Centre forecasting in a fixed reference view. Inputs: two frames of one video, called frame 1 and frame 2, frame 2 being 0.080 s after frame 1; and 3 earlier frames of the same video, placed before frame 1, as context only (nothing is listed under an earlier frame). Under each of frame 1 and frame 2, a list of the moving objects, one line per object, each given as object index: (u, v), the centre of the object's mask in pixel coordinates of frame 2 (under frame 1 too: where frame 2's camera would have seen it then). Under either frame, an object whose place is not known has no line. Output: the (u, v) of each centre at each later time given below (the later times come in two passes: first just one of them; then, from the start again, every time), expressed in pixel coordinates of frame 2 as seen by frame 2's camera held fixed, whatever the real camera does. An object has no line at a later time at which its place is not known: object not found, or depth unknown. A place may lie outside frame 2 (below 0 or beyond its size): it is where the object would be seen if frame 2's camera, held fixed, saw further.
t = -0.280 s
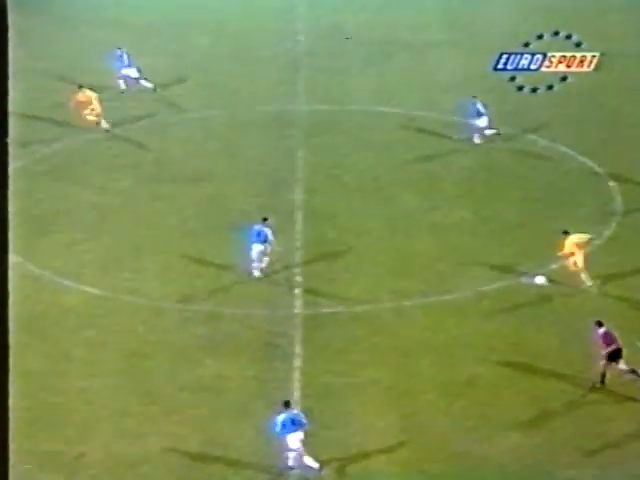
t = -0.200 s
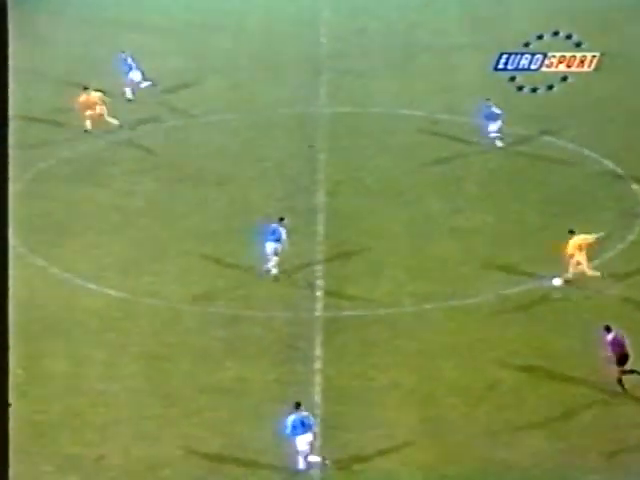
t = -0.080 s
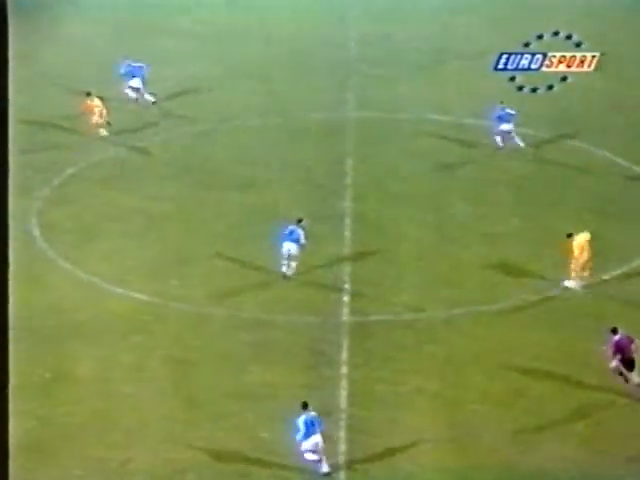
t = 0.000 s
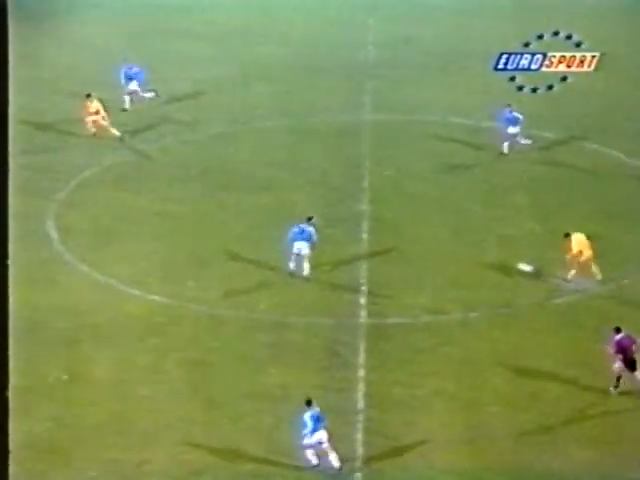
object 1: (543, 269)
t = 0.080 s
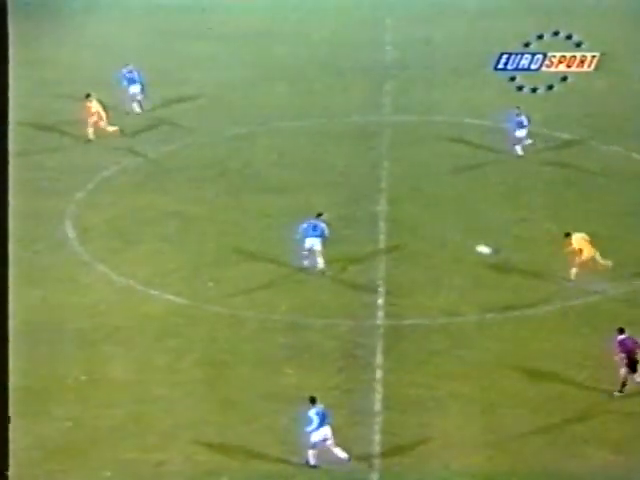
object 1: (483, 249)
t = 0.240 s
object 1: (372, 217)
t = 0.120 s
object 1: (455, 241)
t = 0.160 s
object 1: (427, 233)
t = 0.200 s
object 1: (401, 225)
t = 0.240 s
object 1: (372, 217)
